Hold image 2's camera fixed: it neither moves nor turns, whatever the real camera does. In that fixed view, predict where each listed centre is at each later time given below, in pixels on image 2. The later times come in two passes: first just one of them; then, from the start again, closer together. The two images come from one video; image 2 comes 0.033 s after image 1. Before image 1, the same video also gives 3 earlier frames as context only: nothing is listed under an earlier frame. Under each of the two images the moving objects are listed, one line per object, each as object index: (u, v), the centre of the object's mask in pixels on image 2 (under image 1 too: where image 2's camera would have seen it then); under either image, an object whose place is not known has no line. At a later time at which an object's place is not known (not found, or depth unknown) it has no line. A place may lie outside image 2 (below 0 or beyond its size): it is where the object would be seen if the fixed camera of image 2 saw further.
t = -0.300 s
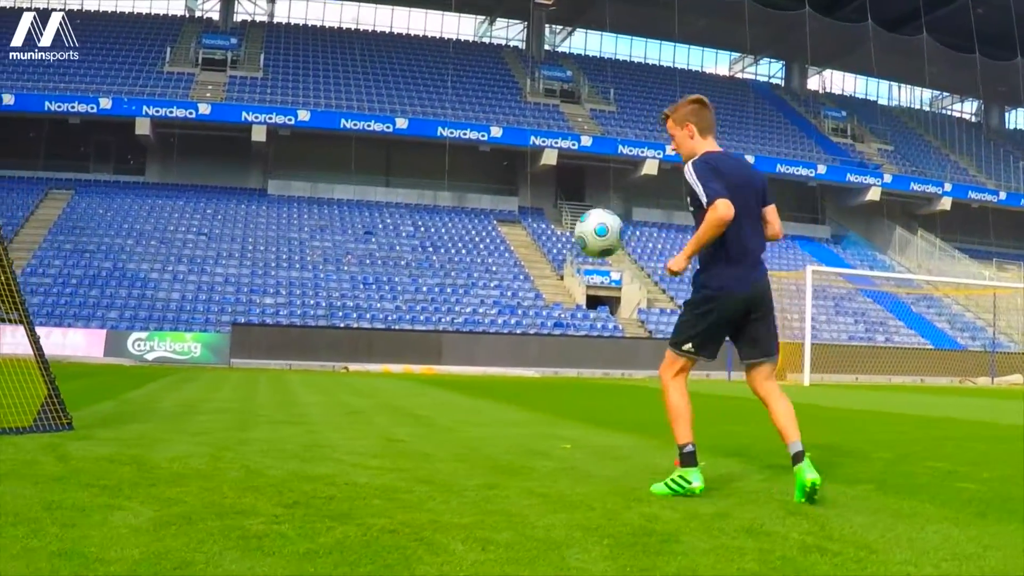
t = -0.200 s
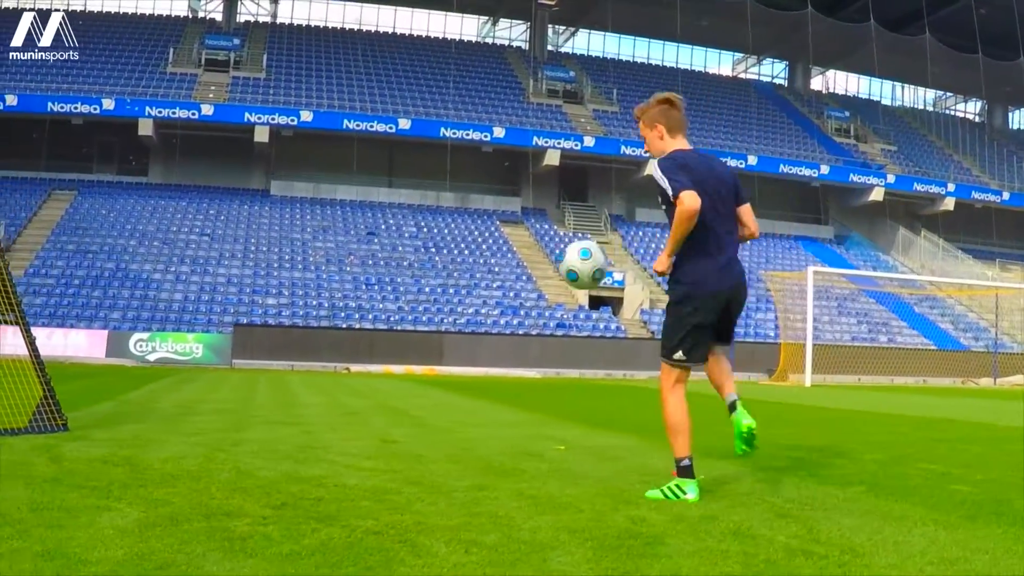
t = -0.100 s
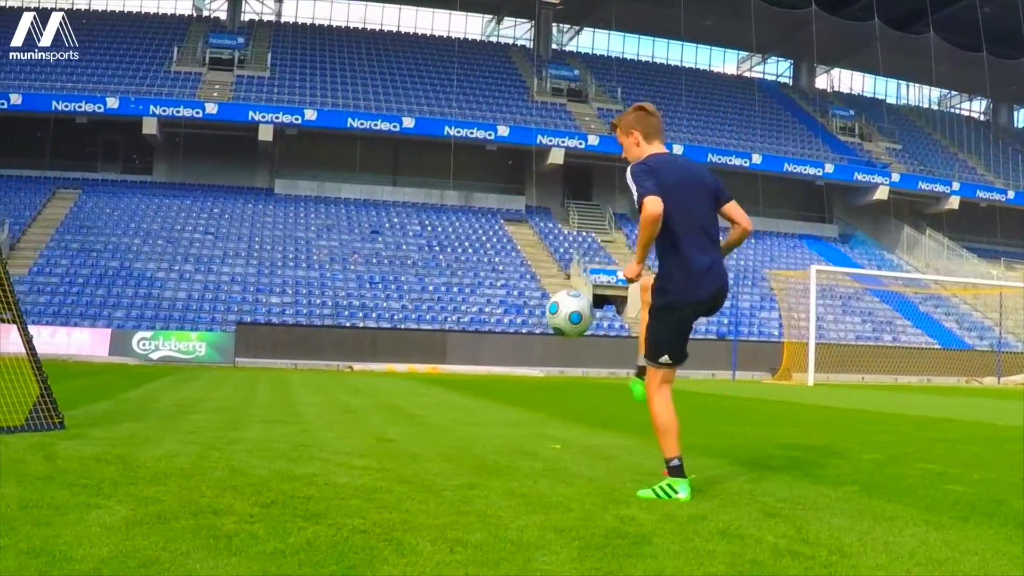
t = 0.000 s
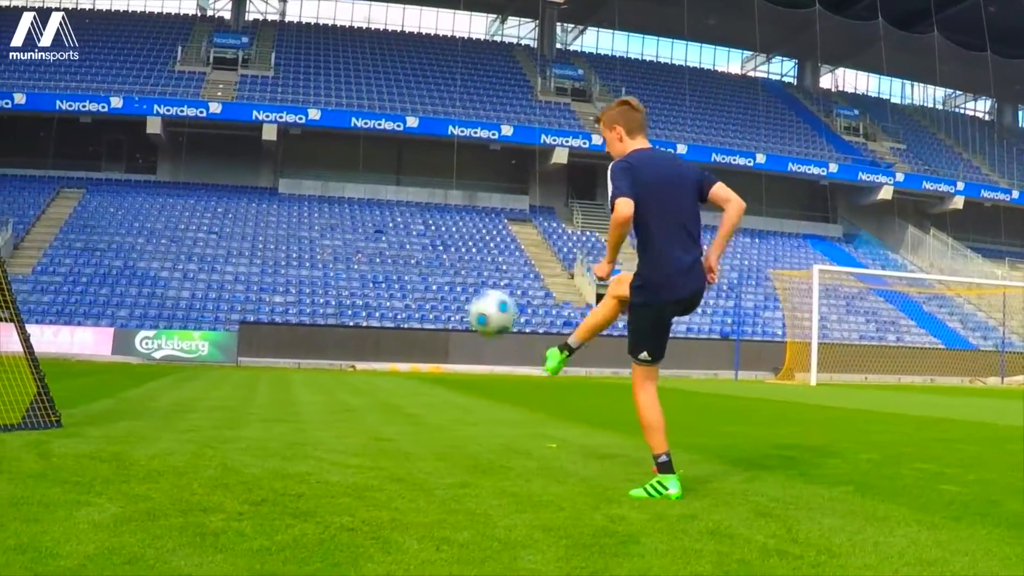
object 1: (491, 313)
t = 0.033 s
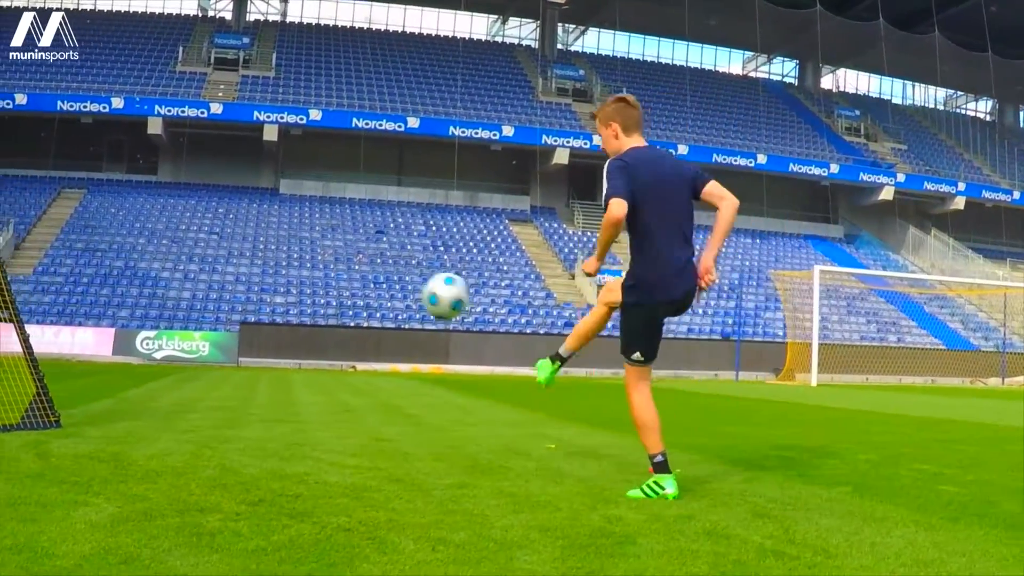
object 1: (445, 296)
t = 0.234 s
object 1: (195, 247)
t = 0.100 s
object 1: (355, 269)
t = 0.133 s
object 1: (314, 259)
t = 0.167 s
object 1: (274, 252)
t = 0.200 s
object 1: (233, 248)
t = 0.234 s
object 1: (195, 247)
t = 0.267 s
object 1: (157, 247)
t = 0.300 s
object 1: (120, 250)
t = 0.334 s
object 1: (85, 255)
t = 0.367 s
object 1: (51, 262)
